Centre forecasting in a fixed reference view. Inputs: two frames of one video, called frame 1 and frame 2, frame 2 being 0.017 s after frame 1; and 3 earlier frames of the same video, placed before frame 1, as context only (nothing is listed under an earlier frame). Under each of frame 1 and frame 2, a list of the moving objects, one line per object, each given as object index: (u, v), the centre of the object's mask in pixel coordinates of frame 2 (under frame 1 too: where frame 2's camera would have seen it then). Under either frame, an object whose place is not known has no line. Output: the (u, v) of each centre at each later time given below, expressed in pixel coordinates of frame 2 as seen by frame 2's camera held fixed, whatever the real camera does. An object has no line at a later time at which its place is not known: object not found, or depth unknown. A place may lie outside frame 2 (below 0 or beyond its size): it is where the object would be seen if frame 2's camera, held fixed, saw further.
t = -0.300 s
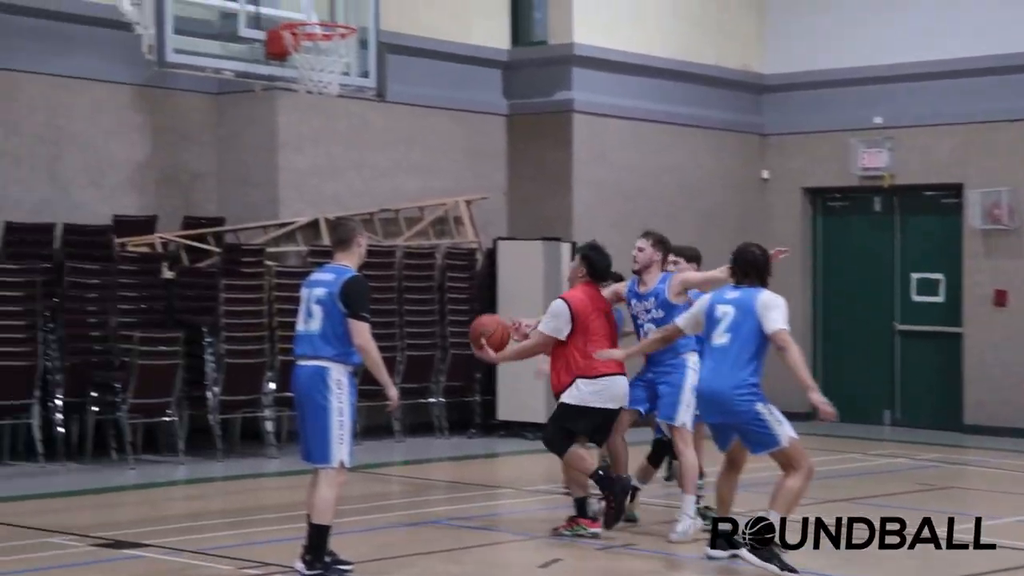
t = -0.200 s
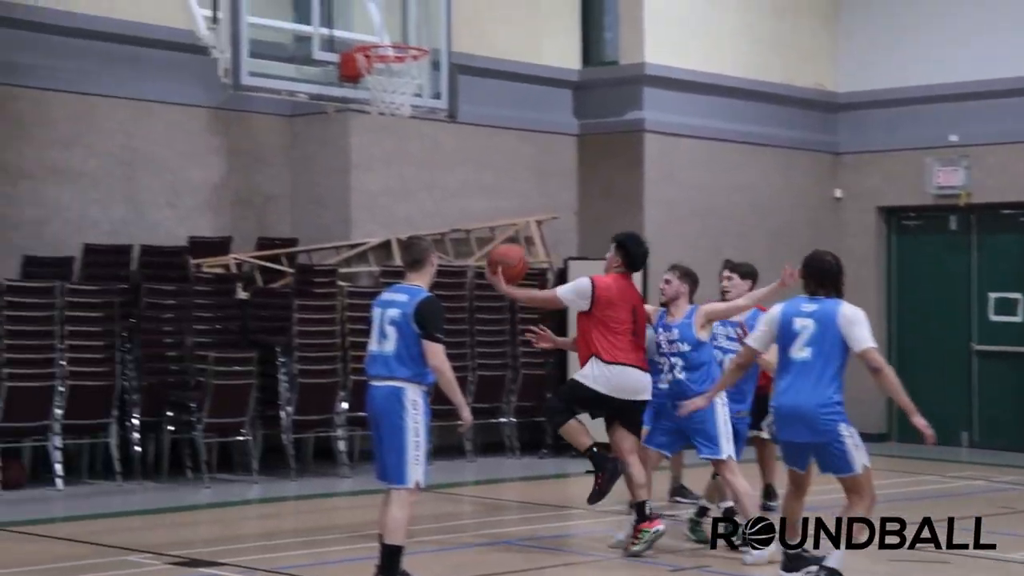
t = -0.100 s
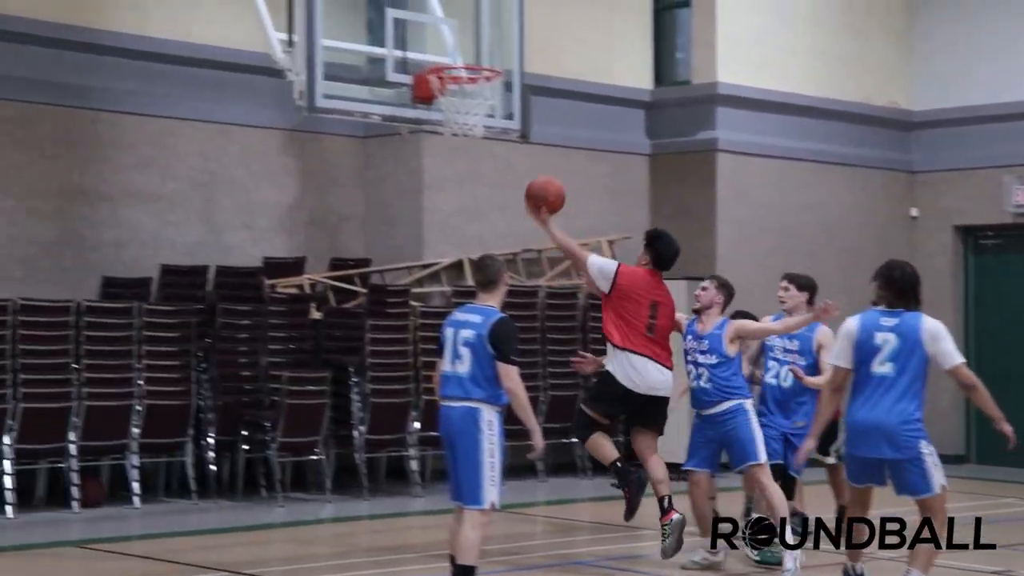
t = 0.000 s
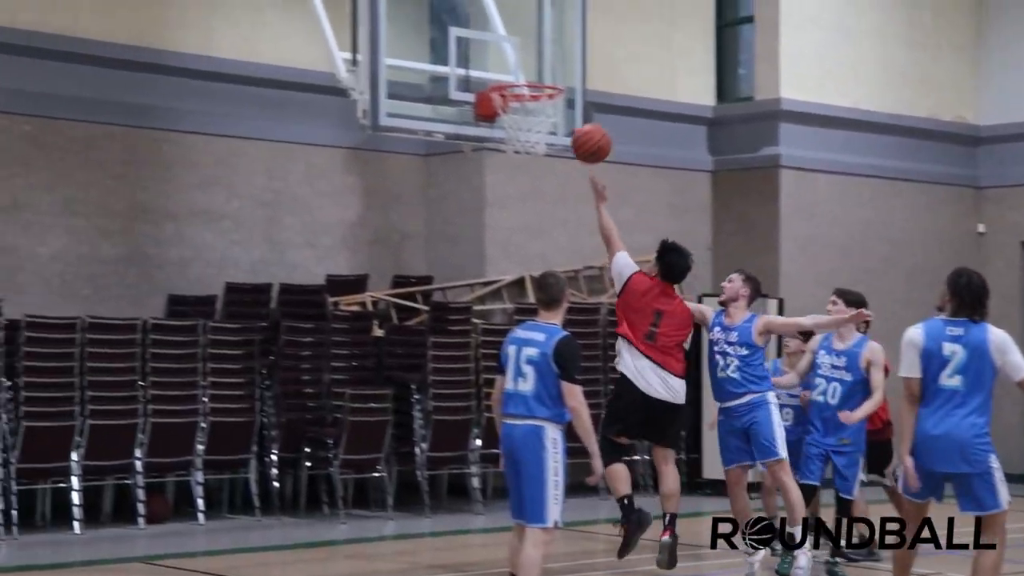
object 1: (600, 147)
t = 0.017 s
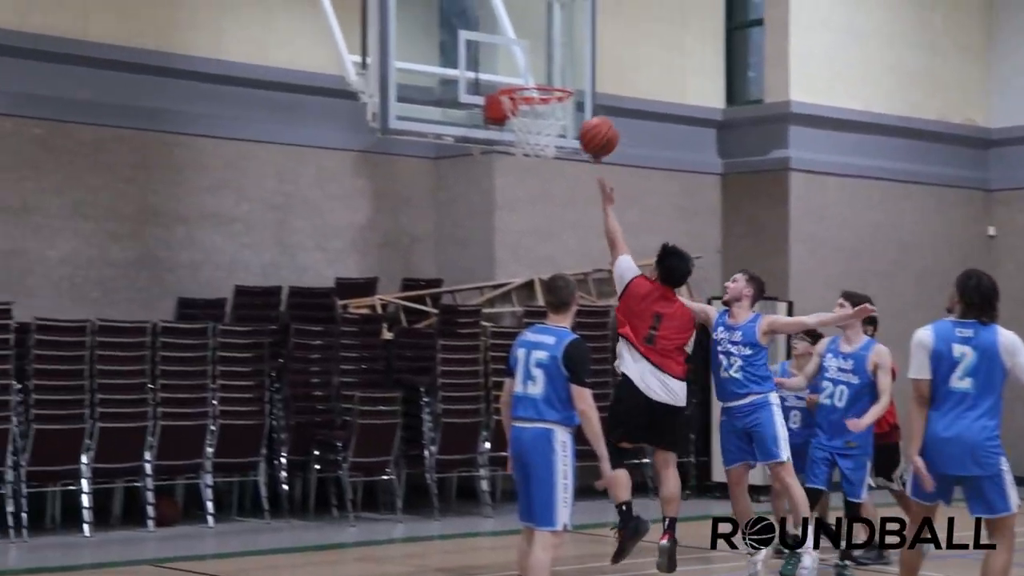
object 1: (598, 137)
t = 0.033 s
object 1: (597, 127)
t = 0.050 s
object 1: (595, 118)
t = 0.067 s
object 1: (592, 110)
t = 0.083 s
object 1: (590, 102)
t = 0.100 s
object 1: (588, 94)
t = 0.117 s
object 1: (586, 87)
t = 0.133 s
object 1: (584, 81)
